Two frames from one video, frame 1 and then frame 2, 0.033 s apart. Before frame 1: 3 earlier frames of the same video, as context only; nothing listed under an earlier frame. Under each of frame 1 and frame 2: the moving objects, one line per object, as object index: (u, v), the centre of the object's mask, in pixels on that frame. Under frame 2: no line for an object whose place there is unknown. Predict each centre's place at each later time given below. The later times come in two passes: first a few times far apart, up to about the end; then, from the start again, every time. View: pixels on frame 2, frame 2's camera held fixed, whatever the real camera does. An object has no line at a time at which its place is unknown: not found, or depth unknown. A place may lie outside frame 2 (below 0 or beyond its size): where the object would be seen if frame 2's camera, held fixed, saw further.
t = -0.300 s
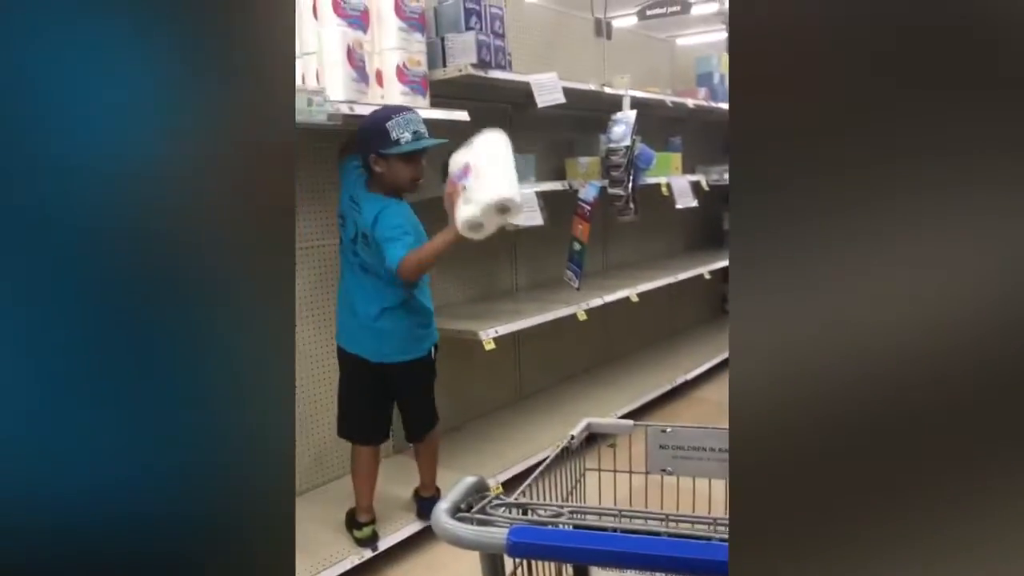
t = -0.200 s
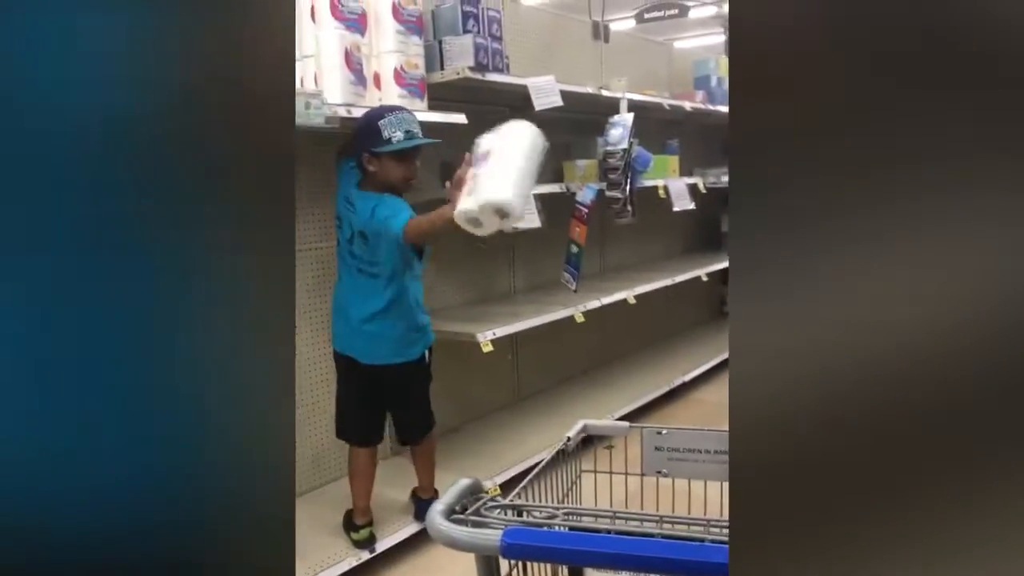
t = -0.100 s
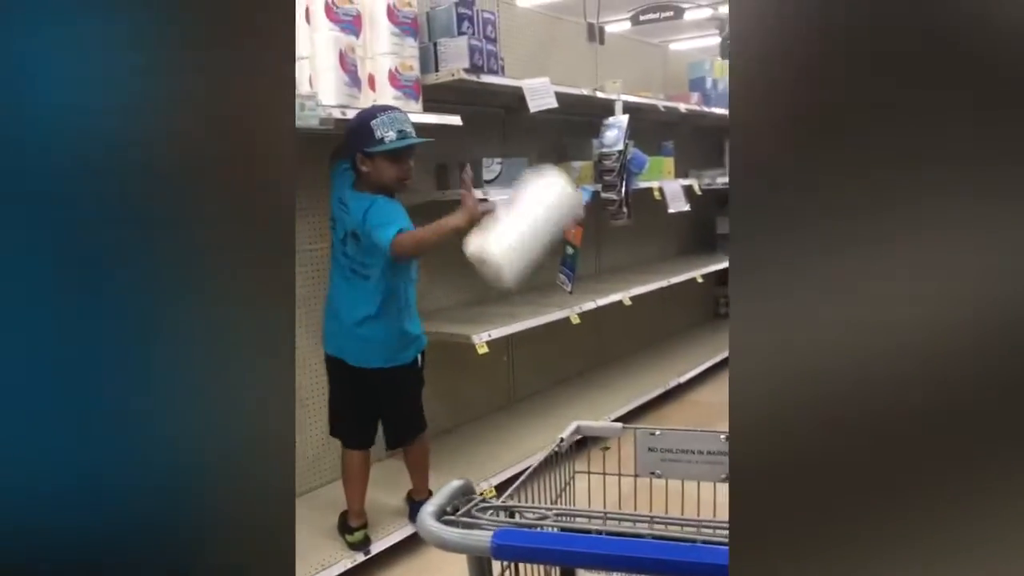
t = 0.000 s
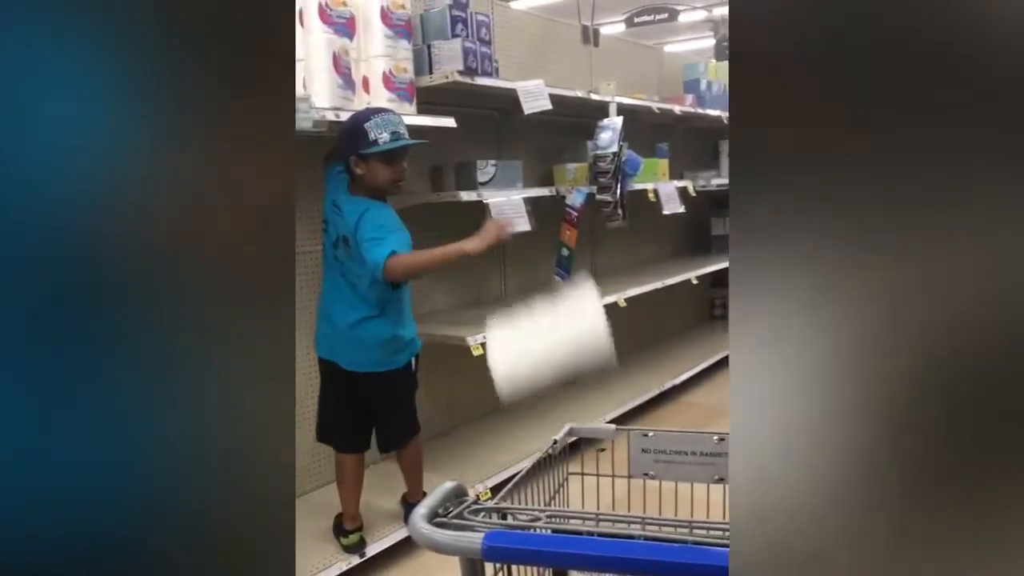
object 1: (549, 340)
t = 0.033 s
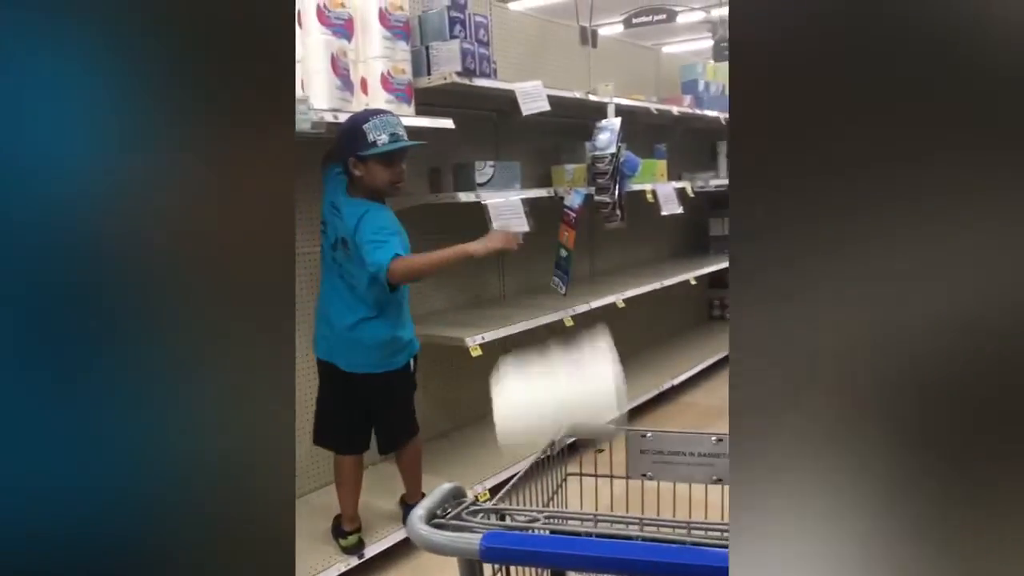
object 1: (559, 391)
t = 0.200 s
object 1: (599, 373)
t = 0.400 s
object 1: (646, 481)
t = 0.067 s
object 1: (565, 407)
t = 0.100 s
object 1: (574, 391)
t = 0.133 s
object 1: (584, 380)
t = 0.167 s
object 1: (592, 375)
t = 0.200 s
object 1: (599, 373)
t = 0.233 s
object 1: (606, 376)
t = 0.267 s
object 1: (616, 385)
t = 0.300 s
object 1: (626, 402)
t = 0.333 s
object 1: (639, 427)
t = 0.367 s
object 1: (649, 461)
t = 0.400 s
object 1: (646, 481)
